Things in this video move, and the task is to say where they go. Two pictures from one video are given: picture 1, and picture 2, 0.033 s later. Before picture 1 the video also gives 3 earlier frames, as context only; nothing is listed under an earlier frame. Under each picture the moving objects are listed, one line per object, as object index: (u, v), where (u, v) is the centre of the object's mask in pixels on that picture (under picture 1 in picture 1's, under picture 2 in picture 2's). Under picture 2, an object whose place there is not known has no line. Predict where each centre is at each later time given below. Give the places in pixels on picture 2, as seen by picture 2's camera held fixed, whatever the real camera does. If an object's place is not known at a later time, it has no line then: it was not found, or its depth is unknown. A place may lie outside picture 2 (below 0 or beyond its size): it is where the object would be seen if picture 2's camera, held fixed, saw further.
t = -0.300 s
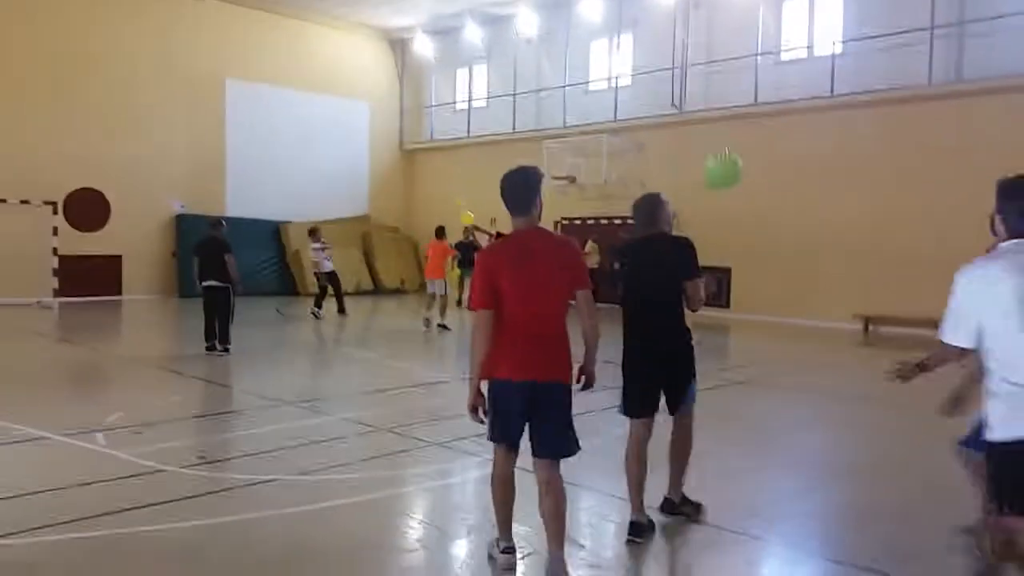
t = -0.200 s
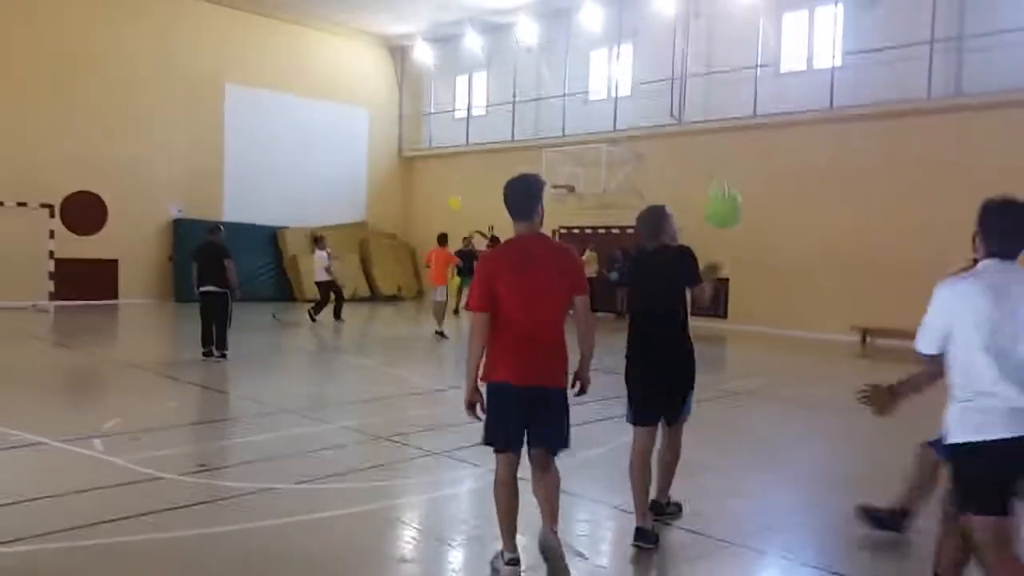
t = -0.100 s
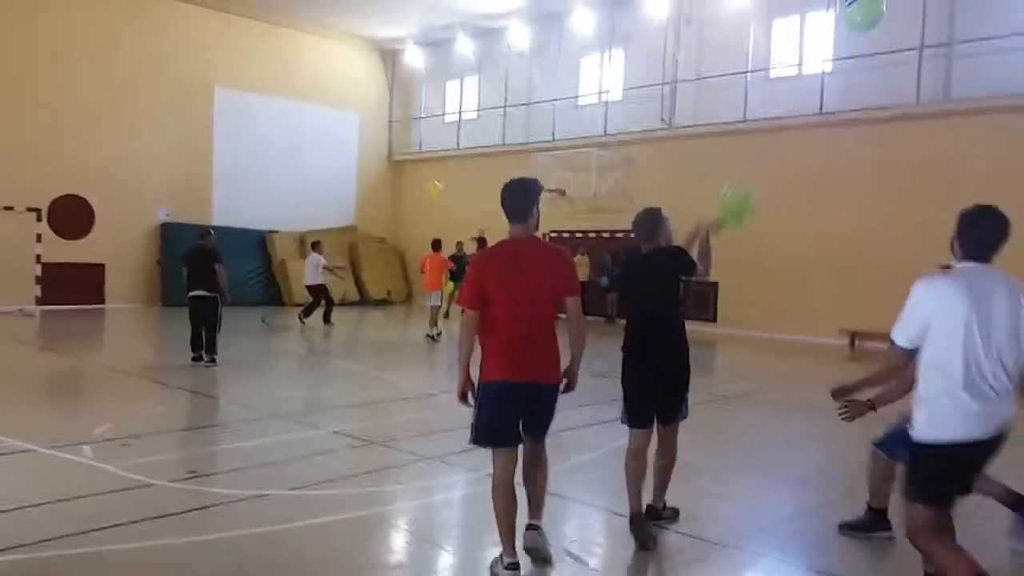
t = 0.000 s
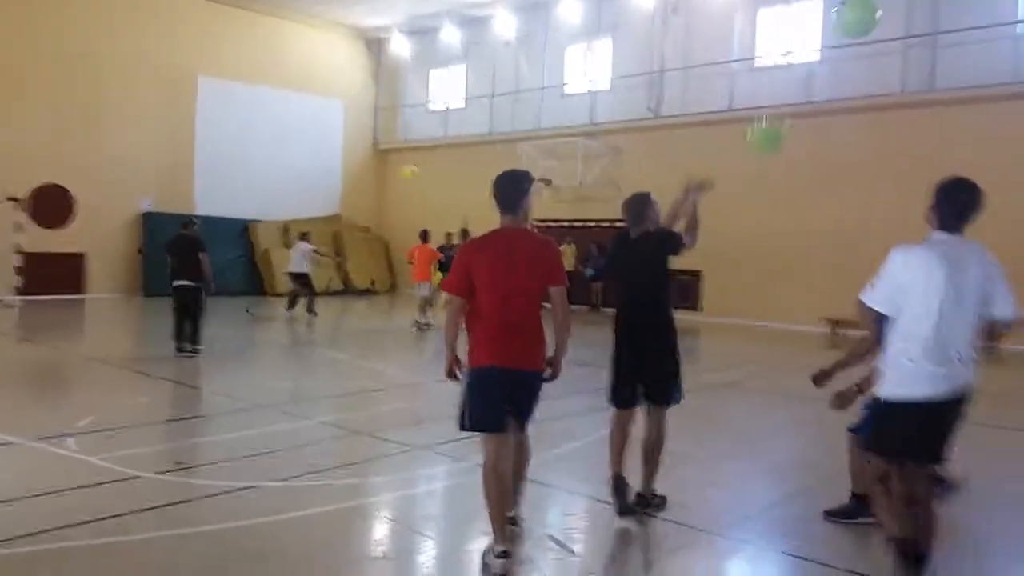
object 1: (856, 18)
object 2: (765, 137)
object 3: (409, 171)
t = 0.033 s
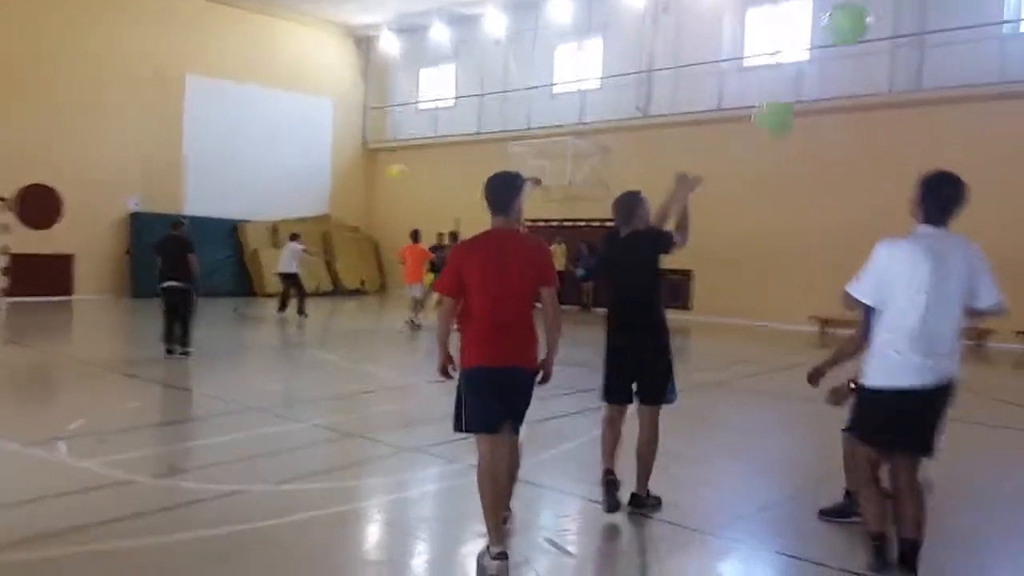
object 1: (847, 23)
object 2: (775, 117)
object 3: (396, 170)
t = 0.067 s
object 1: (848, 29)
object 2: (788, 102)
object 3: (393, 170)
